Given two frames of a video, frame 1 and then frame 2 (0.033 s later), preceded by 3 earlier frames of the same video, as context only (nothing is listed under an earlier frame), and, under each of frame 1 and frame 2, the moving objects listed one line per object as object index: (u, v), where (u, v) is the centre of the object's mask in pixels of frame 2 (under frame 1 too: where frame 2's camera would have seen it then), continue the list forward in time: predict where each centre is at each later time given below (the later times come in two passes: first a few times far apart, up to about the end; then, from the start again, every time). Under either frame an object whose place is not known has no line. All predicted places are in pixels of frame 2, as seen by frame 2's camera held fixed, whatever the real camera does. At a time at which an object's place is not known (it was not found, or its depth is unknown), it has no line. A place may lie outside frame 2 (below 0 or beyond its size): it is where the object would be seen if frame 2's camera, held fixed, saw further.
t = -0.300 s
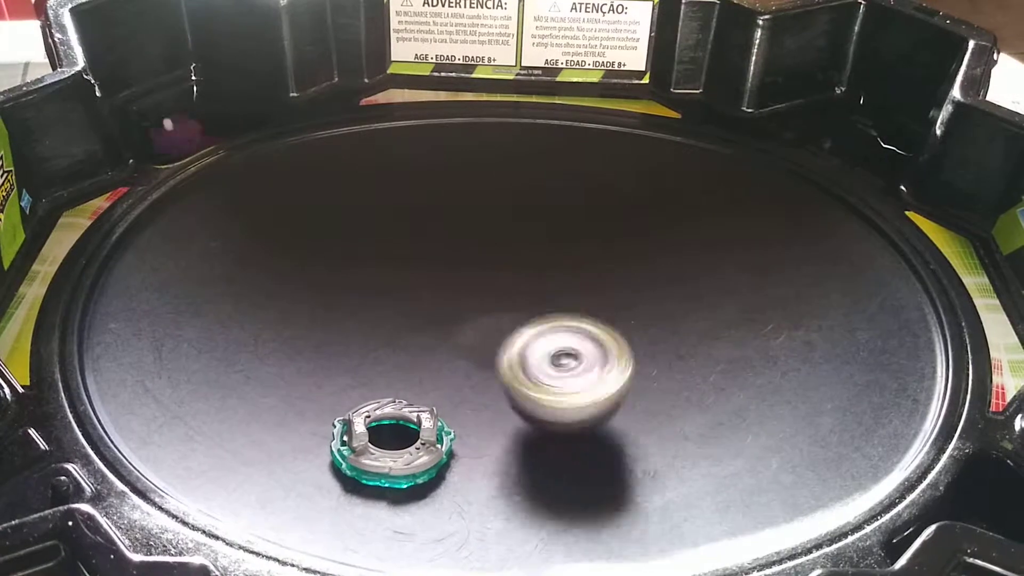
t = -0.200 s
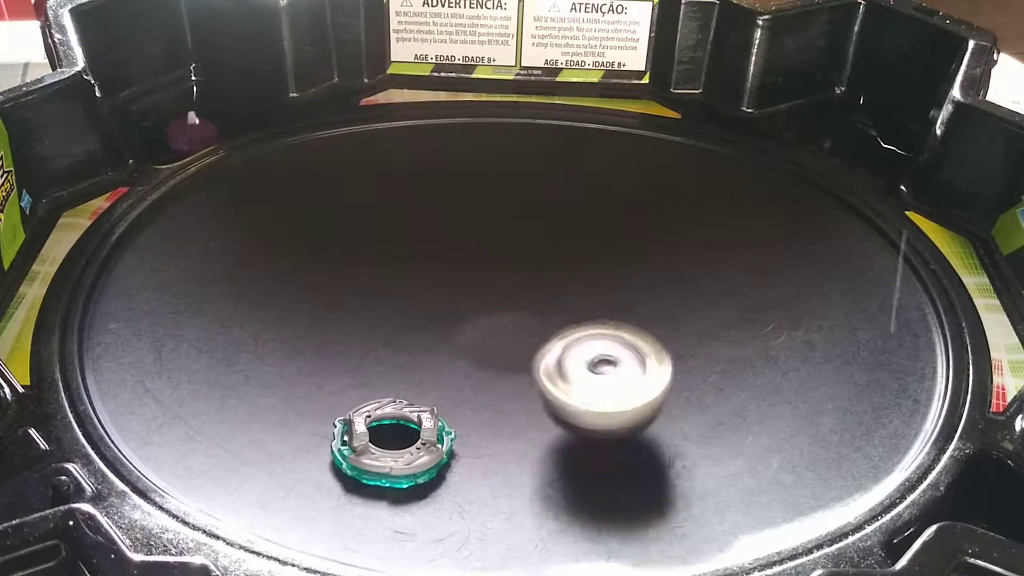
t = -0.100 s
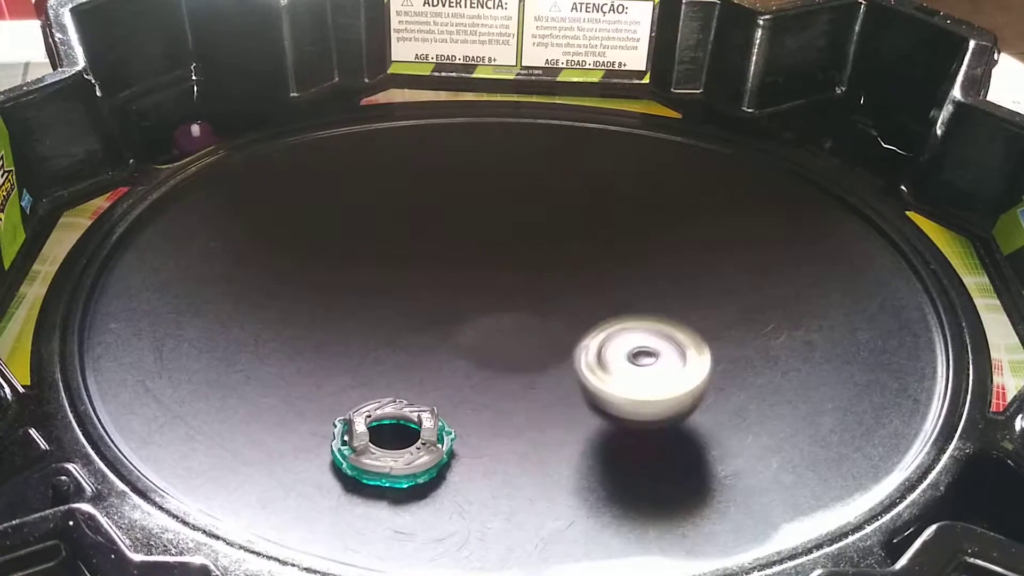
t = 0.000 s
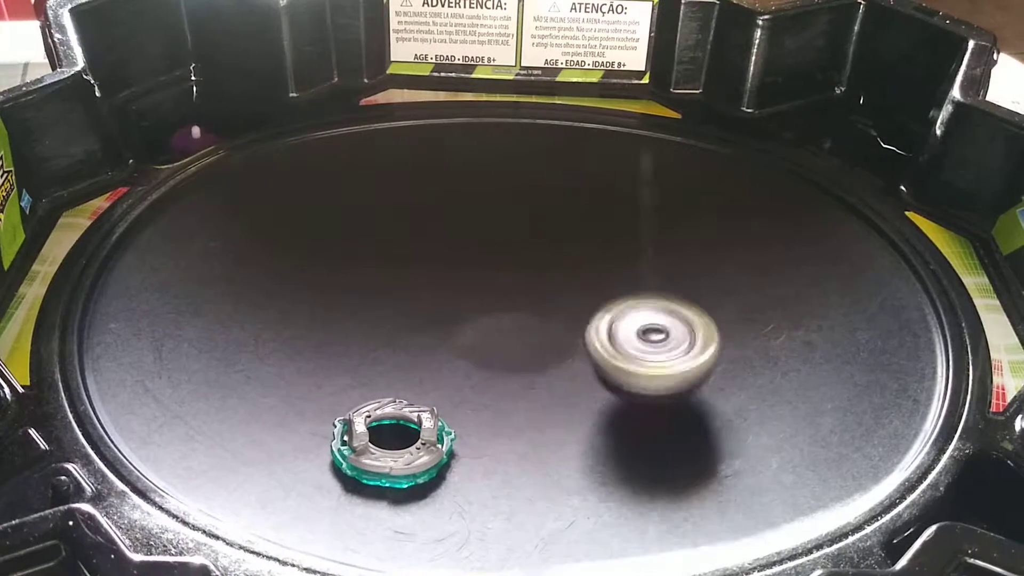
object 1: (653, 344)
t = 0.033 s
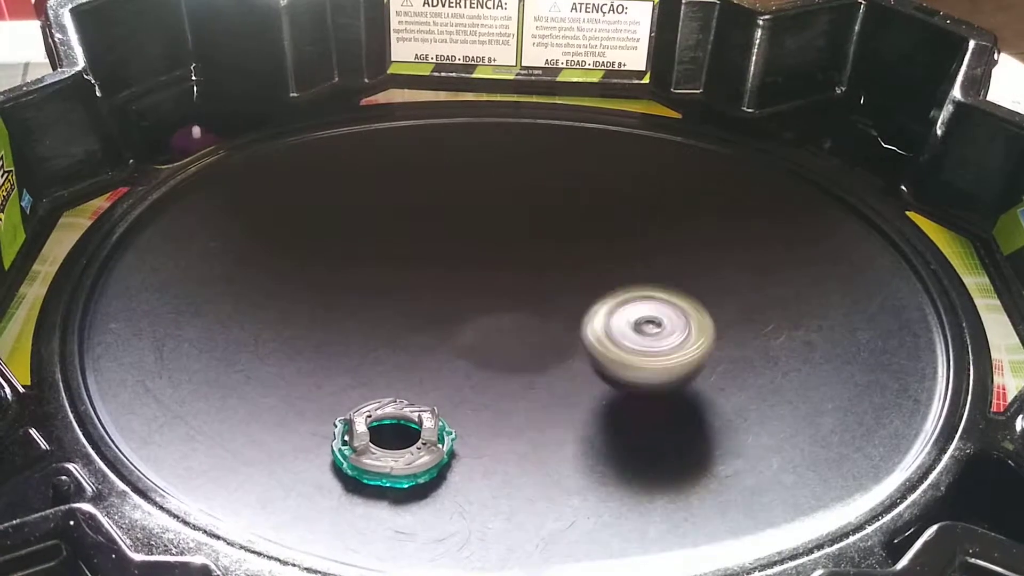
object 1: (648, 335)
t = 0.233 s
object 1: (552, 302)
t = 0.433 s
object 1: (431, 318)
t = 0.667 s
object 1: (405, 351)
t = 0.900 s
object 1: (424, 307)
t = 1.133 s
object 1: (407, 274)
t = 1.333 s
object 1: (412, 271)
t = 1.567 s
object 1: (468, 286)
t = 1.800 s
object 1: (558, 270)
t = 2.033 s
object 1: (565, 266)
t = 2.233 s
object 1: (573, 300)
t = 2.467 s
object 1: (608, 321)
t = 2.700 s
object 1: (589, 319)
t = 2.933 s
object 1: (520, 335)
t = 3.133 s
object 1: (485, 350)
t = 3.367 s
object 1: (460, 342)
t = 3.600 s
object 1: (439, 314)
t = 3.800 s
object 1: (421, 294)
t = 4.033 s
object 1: (430, 289)
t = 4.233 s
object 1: (467, 283)
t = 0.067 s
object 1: (639, 326)
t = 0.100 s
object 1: (627, 319)
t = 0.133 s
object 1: (611, 313)
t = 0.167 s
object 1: (593, 307)
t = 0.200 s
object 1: (572, 304)
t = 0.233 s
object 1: (552, 302)
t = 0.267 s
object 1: (532, 302)
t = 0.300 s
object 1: (512, 304)
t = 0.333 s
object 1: (491, 307)
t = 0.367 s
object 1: (470, 309)
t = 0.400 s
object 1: (449, 312)
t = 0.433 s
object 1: (431, 318)
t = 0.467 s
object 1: (416, 323)
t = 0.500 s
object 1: (404, 332)
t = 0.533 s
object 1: (395, 341)
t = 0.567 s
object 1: (395, 343)
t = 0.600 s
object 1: (395, 347)
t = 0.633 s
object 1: (398, 352)
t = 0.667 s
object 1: (405, 351)
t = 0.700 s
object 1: (411, 346)
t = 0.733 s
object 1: (416, 340)
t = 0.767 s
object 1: (420, 335)
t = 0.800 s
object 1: (422, 329)
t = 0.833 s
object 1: (424, 321)
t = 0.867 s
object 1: (424, 314)
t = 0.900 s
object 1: (424, 307)
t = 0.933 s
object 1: (422, 301)
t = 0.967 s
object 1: (421, 294)
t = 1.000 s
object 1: (420, 289)
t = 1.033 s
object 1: (417, 283)
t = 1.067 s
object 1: (413, 280)
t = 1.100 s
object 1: (409, 277)
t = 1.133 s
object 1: (407, 274)
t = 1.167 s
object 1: (404, 271)
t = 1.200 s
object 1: (403, 270)
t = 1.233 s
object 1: (404, 270)
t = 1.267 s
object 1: (406, 269)
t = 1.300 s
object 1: (408, 271)
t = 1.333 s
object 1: (412, 271)
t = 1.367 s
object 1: (418, 273)
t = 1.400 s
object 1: (424, 275)
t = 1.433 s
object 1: (432, 278)
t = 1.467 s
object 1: (439, 281)
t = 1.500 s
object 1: (447, 283)
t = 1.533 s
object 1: (457, 284)
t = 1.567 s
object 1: (468, 286)
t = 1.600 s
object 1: (482, 283)
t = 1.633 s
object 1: (495, 281)
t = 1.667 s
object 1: (510, 277)
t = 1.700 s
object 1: (525, 276)
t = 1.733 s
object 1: (539, 273)
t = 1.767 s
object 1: (551, 272)
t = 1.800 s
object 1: (558, 270)
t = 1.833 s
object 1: (562, 268)
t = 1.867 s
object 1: (565, 264)
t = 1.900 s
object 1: (567, 263)
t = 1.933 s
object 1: (568, 262)
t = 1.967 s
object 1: (568, 261)
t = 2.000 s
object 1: (566, 262)
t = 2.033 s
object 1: (565, 266)
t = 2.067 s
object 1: (563, 269)
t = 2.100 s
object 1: (561, 274)
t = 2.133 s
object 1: (560, 279)
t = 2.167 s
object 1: (562, 285)
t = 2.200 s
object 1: (568, 293)
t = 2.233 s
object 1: (573, 300)
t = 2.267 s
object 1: (578, 308)
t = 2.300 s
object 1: (582, 313)
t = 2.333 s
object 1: (587, 316)
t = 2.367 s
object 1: (593, 318)
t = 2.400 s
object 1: (600, 319)
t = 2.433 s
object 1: (604, 320)
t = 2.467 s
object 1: (608, 321)
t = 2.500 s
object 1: (609, 321)
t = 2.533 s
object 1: (609, 321)
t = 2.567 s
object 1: (608, 321)
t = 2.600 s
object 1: (606, 320)
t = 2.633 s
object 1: (601, 320)
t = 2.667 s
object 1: (596, 320)
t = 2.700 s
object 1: (589, 319)
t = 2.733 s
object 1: (581, 319)
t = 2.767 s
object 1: (573, 320)
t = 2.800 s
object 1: (565, 320)
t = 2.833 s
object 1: (554, 324)
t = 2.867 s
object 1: (542, 327)
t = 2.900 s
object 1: (530, 331)
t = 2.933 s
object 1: (520, 335)
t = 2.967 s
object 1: (512, 338)
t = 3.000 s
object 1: (506, 342)
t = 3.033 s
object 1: (500, 344)
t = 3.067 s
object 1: (495, 347)
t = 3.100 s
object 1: (490, 348)
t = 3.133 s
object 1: (485, 350)
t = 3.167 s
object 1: (481, 350)
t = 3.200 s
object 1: (477, 349)
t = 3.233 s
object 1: (473, 350)
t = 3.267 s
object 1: (469, 349)
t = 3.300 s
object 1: (466, 347)
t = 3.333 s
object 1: (463, 344)
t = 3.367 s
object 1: (460, 342)
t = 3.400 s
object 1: (457, 339)
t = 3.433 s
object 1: (454, 336)
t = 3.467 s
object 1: (450, 332)
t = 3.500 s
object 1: (448, 328)
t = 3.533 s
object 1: (445, 323)
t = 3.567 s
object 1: (442, 319)
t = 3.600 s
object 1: (439, 314)
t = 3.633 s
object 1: (435, 310)
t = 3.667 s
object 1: (432, 305)
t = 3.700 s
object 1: (428, 303)
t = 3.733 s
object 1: (424, 299)
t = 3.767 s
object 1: (422, 296)
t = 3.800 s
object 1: (421, 294)
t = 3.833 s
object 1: (421, 292)
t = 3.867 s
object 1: (422, 291)
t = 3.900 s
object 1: (422, 290)
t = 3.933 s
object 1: (424, 289)
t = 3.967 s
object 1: (425, 288)
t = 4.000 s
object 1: (427, 289)
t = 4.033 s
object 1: (430, 289)
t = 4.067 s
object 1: (435, 288)
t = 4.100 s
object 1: (441, 287)
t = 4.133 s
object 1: (447, 287)
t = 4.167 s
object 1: (454, 287)
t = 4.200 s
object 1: (460, 286)
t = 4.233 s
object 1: (467, 283)
